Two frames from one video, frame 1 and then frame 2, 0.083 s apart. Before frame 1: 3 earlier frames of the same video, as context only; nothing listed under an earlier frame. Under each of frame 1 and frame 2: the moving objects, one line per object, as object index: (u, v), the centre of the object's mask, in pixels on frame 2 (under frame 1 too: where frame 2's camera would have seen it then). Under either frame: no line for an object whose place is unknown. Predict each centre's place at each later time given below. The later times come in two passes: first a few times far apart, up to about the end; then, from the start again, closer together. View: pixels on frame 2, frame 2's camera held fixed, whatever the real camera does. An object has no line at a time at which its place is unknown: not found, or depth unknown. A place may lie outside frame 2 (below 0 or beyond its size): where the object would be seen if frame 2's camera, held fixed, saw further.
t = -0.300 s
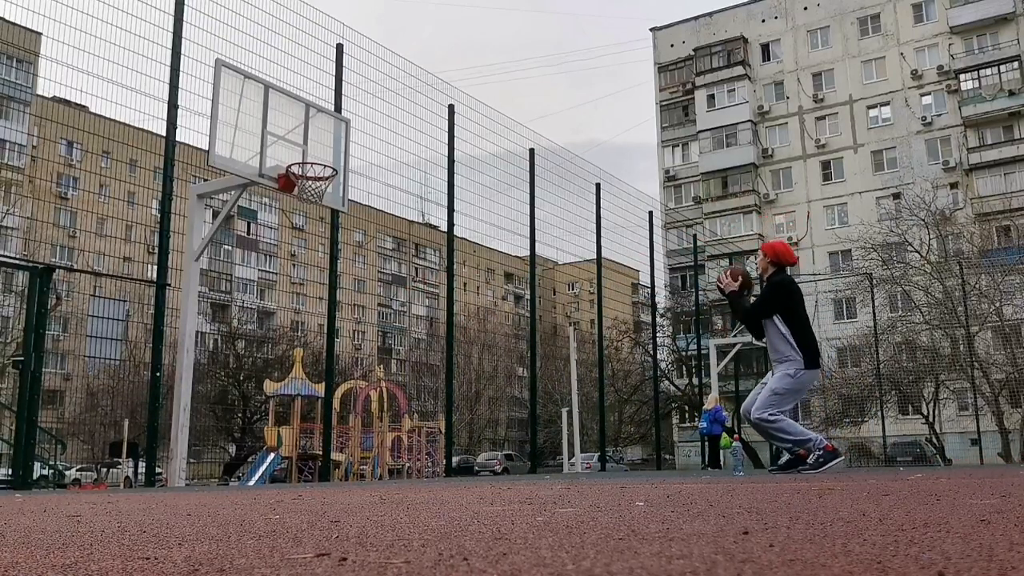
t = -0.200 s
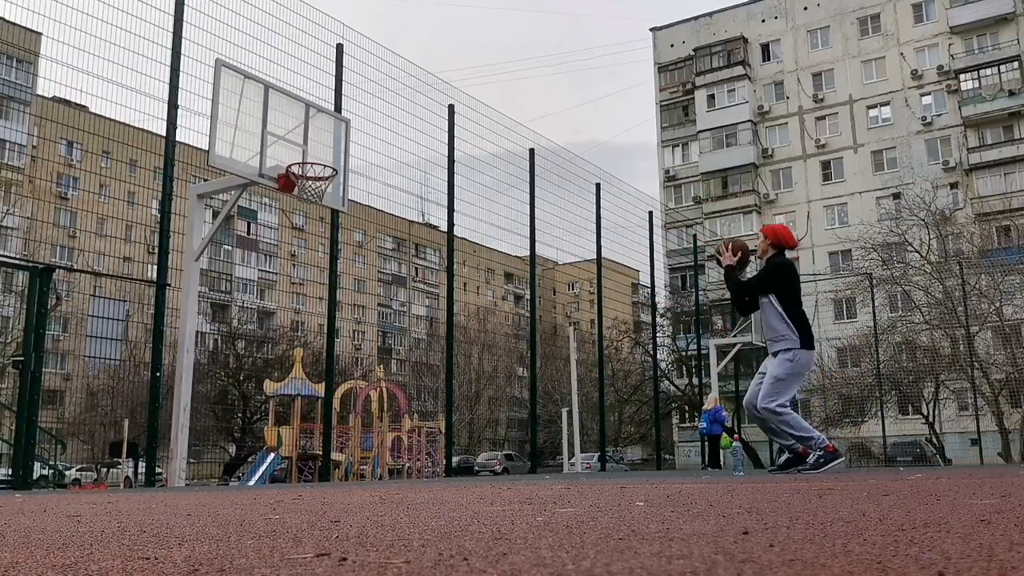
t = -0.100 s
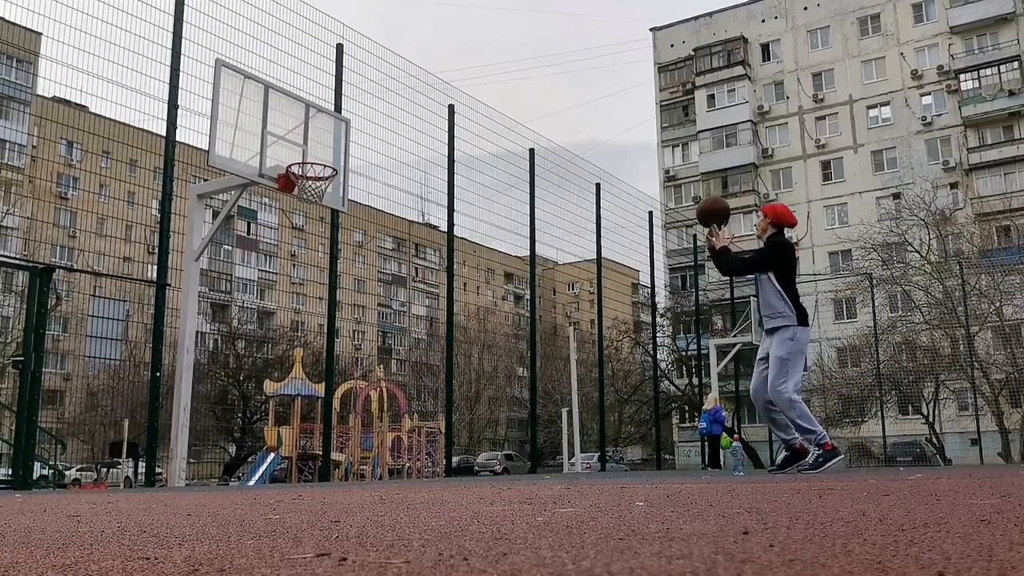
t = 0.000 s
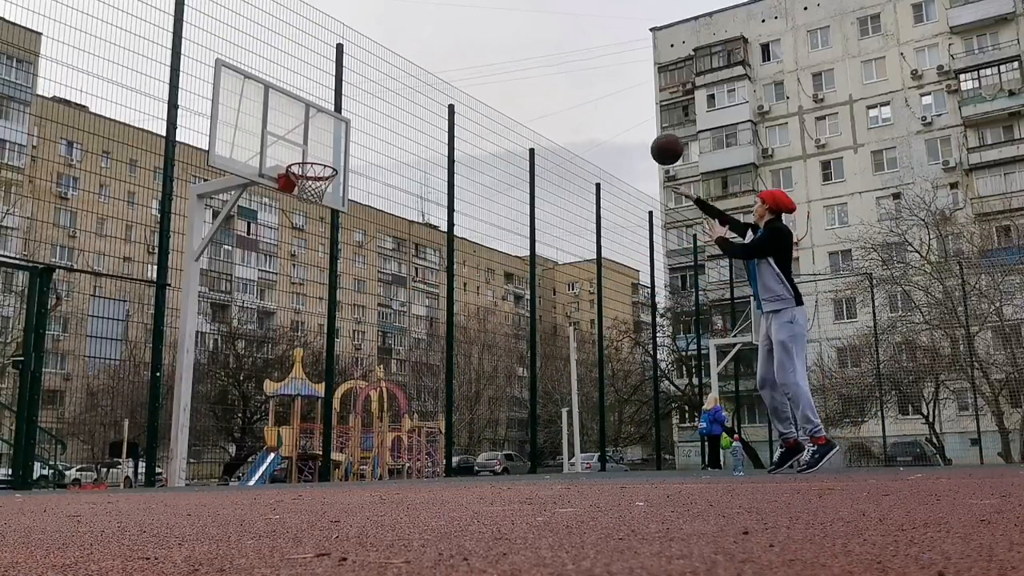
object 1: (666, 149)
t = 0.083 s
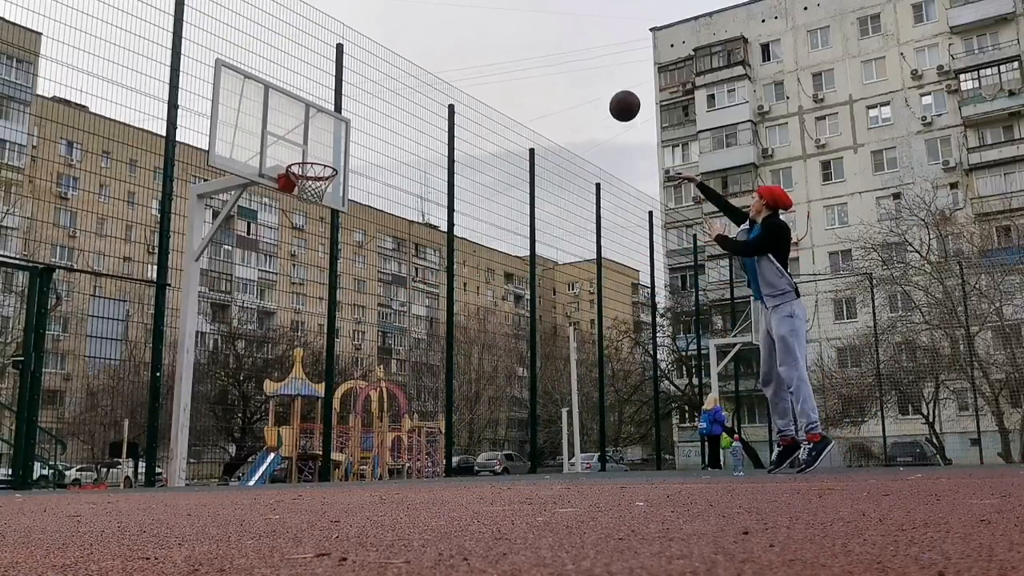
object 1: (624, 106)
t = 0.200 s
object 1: (571, 63)
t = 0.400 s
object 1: (491, 32)
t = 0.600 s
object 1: (420, 45)
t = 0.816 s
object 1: (350, 103)
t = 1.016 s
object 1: (299, 171)
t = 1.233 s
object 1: (322, 186)
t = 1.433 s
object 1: (306, 186)
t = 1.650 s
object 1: (312, 198)
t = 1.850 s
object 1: (320, 225)
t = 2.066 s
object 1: (328, 301)
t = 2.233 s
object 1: (334, 395)
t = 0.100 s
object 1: (617, 99)
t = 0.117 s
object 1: (609, 92)
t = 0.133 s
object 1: (601, 85)
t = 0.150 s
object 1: (593, 79)
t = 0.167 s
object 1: (586, 73)
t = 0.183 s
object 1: (579, 68)
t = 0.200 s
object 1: (571, 63)
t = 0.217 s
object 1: (564, 59)
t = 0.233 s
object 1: (557, 55)
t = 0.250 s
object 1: (550, 51)
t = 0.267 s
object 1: (543, 47)
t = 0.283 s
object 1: (536, 44)
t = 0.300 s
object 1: (529, 42)
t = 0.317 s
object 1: (523, 39)
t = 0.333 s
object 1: (516, 37)
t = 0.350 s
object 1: (510, 35)
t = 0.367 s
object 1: (504, 34)
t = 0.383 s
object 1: (497, 33)
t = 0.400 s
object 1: (491, 32)
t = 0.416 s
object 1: (485, 32)
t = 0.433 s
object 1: (479, 31)
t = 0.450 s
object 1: (472, 32)
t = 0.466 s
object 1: (467, 32)
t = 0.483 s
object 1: (461, 33)
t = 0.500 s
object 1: (455, 34)
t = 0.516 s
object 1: (449, 35)
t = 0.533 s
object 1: (443, 36)
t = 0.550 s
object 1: (437, 38)
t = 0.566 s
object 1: (432, 40)
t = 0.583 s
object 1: (426, 43)
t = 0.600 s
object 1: (420, 45)
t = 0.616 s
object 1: (415, 48)
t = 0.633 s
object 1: (409, 51)
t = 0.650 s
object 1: (404, 55)
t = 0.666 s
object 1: (398, 58)
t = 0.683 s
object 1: (393, 62)
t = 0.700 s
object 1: (388, 66)
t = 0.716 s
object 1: (382, 71)
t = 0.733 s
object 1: (377, 75)
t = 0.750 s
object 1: (372, 80)
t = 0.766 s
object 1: (366, 86)
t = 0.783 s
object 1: (361, 91)
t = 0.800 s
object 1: (356, 96)
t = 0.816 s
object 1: (350, 103)
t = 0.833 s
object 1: (346, 109)
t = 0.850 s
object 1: (341, 115)
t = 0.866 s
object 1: (336, 121)
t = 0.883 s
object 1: (330, 128)
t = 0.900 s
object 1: (326, 135)
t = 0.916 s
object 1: (320, 143)
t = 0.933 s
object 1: (315, 150)
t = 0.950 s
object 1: (311, 156)
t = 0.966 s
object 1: (308, 160)
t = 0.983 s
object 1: (305, 164)
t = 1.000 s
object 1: (302, 167)
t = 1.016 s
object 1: (299, 171)
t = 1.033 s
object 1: (300, 174)
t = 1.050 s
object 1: (301, 176)
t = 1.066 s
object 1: (305, 181)
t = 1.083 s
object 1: (305, 182)
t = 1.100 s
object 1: (309, 184)
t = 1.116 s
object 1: (312, 185)
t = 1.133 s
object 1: (313, 185)
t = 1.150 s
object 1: (316, 186)
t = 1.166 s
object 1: (317, 186)
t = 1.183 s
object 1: (318, 186)
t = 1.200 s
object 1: (319, 186)
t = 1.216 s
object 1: (322, 186)
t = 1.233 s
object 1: (322, 186)
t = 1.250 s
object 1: (322, 186)
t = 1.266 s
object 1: (322, 186)
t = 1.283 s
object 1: (321, 185)
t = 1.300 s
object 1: (320, 186)
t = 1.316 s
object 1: (319, 185)
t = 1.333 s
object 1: (317, 185)
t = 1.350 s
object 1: (314, 186)
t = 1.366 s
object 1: (313, 186)
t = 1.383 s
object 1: (311, 186)
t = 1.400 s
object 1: (310, 186)
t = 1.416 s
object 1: (308, 186)
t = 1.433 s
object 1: (306, 186)
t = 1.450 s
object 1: (305, 187)
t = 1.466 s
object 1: (305, 187)
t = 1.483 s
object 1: (305, 188)
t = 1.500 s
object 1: (305, 189)
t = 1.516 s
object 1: (305, 190)
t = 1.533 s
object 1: (305, 191)
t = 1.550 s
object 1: (306, 192)
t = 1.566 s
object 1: (306, 193)
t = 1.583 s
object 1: (307, 194)
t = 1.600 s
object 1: (309, 196)
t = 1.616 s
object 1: (310, 196)
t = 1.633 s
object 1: (311, 197)
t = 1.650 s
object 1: (312, 198)
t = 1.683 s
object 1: (313, 199)
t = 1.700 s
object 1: (314, 201)
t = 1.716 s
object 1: (314, 203)
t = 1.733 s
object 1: (315, 205)
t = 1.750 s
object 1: (316, 206)
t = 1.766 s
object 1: (317, 208)
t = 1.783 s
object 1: (317, 211)
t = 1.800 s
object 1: (318, 214)
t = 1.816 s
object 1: (319, 217)
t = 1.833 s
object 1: (319, 221)
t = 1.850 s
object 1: (320, 225)
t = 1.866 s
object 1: (320, 229)
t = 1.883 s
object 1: (320, 233)
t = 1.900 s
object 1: (321, 238)
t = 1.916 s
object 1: (322, 243)
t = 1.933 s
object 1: (322, 248)
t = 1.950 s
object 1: (323, 254)
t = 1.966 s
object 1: (323, 259)
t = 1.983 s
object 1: (323, 266)
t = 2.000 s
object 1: (325, 272)
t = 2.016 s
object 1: (326, 279)
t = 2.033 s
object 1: (327, 286)
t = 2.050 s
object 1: (327, 293)
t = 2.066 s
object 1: (328, 301)
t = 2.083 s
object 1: (329, 309)
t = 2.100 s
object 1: (329, 317)
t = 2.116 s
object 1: (330, 326)
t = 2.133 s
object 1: (330, 335)
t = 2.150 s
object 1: (331, 344)
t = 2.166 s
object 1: (332, 353)
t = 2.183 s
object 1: (332, 363)
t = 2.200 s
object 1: (332, 373)
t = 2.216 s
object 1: (333, 384)
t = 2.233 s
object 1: (334, 395)
